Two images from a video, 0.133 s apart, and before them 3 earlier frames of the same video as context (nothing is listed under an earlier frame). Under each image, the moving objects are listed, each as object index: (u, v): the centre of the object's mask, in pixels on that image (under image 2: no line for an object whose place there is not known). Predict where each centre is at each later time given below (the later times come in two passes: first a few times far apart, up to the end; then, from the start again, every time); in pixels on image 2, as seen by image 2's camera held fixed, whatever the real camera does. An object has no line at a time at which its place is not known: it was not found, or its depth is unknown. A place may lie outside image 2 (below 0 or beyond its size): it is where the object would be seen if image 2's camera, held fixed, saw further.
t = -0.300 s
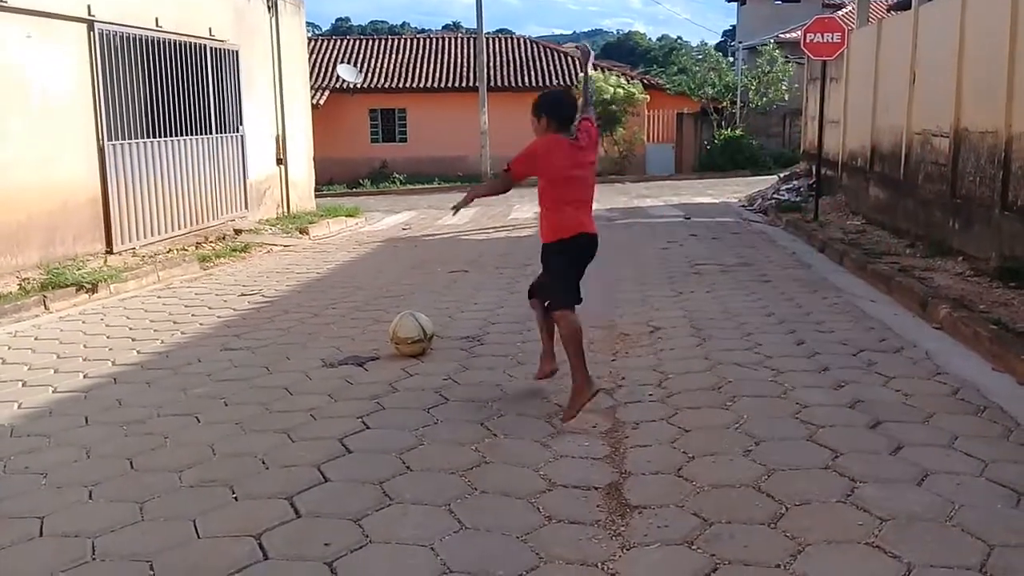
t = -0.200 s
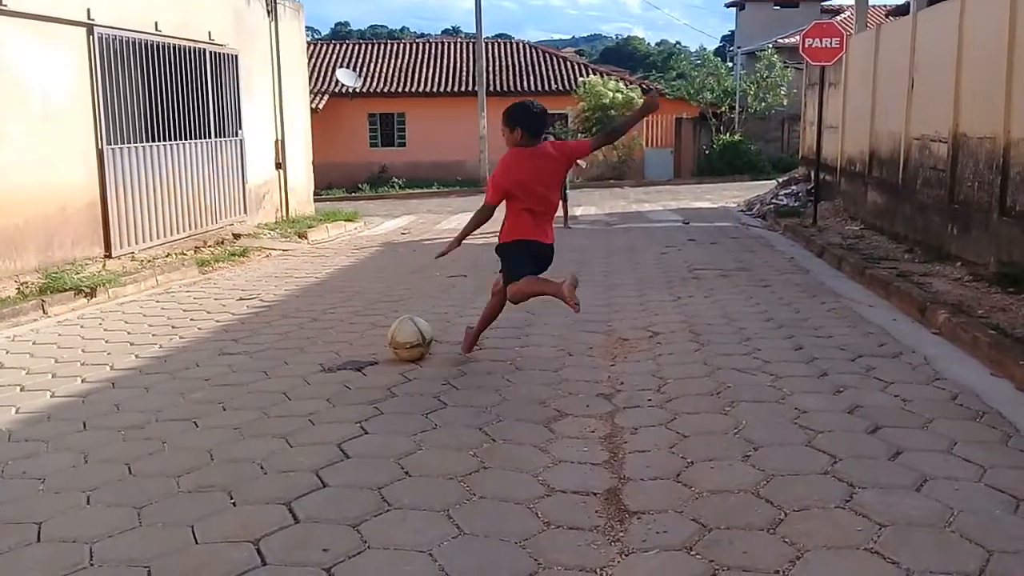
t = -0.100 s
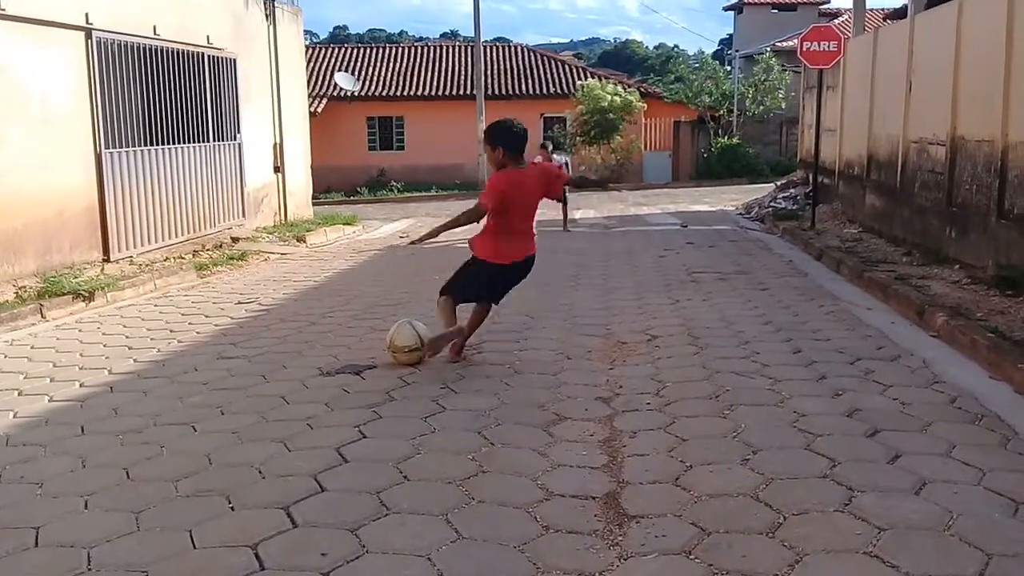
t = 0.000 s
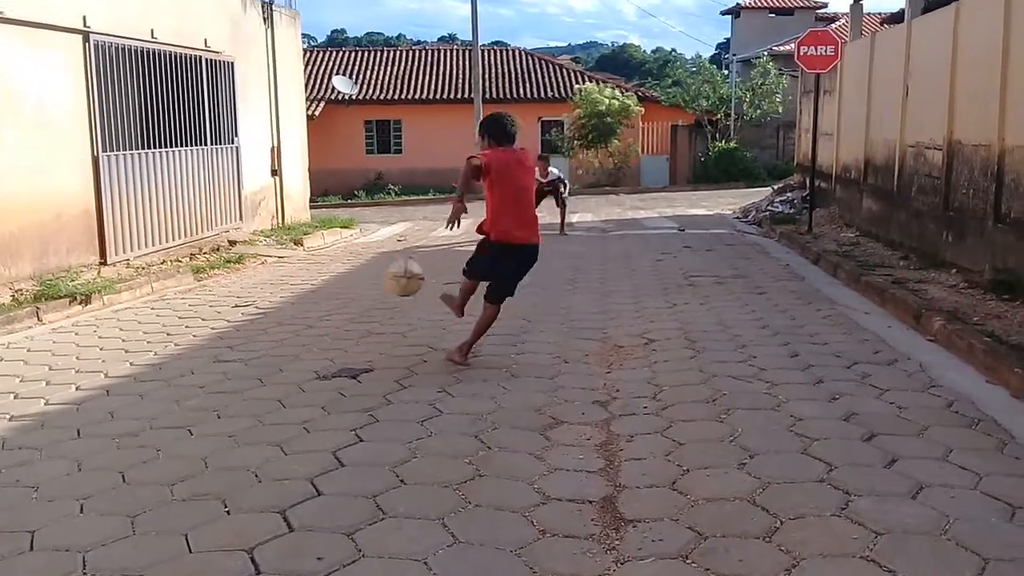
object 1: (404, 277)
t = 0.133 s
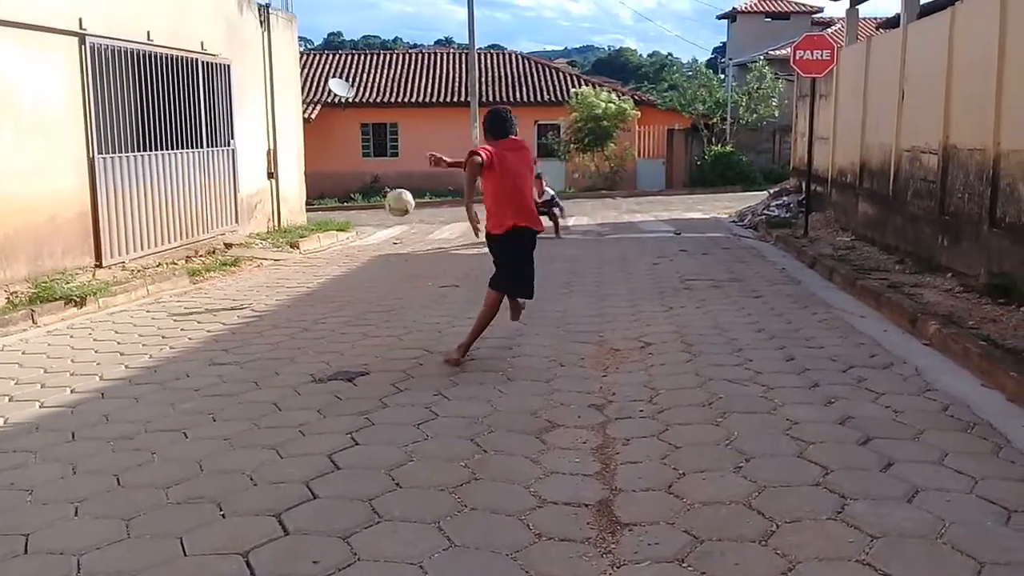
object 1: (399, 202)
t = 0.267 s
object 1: (395, 177)
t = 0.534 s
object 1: (387, 186)
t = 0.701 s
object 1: (383, 210)
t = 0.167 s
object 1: (398, 192)
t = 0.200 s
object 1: (397, 186)
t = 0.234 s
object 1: (396, 181)
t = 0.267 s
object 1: (395, 177)
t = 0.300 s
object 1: (394, 175)
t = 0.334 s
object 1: (393, 174)
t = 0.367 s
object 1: (392, 174)
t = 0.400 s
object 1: (391, 175)
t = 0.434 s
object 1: (390, 177)
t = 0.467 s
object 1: (389, 179)
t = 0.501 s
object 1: (388, 183)
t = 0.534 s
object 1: (387, 186)
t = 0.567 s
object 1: (386, 190)
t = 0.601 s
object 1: (385, 195)
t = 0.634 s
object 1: (383, 200)
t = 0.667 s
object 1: (382, 204)
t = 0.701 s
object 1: (383, 210)
